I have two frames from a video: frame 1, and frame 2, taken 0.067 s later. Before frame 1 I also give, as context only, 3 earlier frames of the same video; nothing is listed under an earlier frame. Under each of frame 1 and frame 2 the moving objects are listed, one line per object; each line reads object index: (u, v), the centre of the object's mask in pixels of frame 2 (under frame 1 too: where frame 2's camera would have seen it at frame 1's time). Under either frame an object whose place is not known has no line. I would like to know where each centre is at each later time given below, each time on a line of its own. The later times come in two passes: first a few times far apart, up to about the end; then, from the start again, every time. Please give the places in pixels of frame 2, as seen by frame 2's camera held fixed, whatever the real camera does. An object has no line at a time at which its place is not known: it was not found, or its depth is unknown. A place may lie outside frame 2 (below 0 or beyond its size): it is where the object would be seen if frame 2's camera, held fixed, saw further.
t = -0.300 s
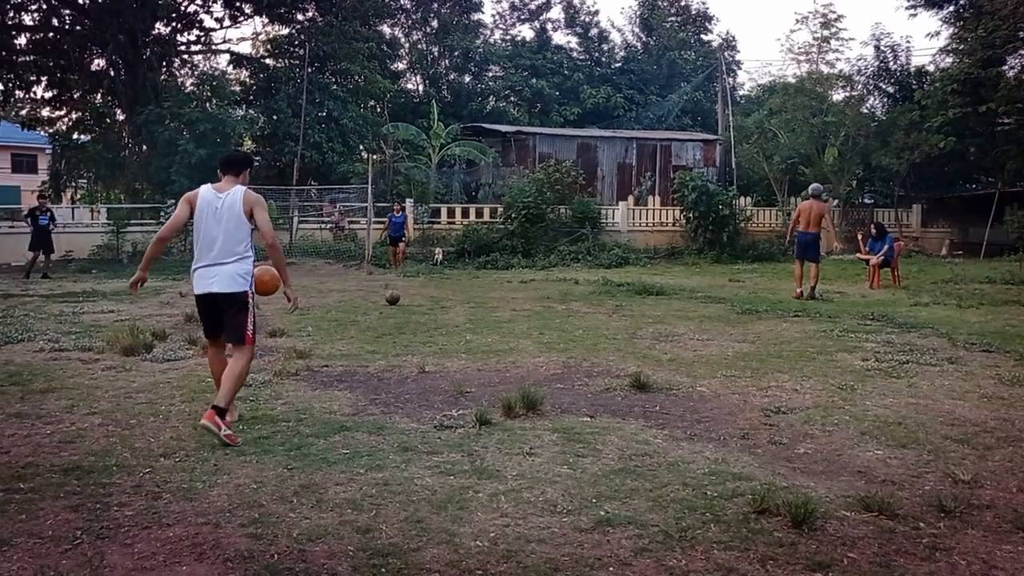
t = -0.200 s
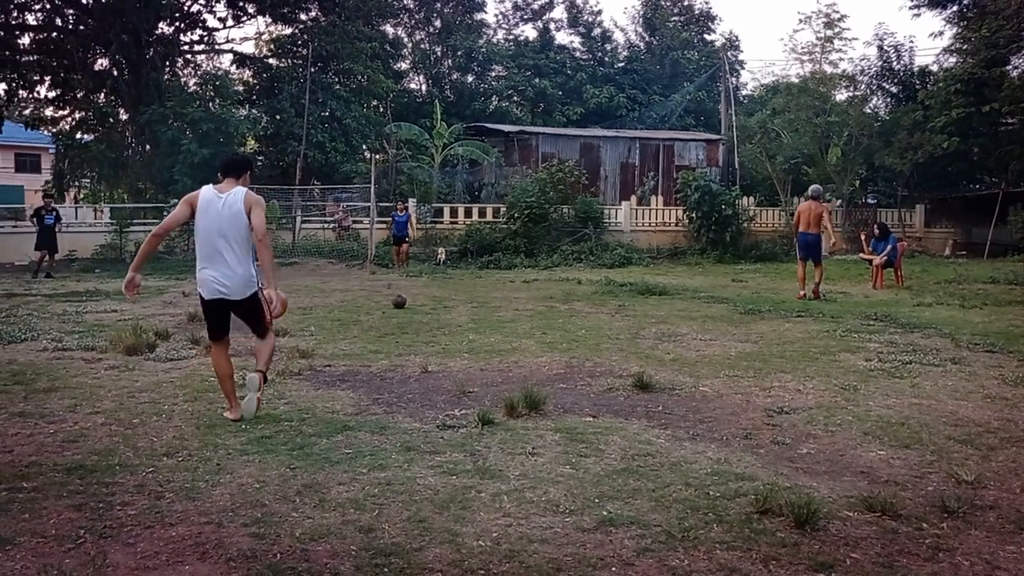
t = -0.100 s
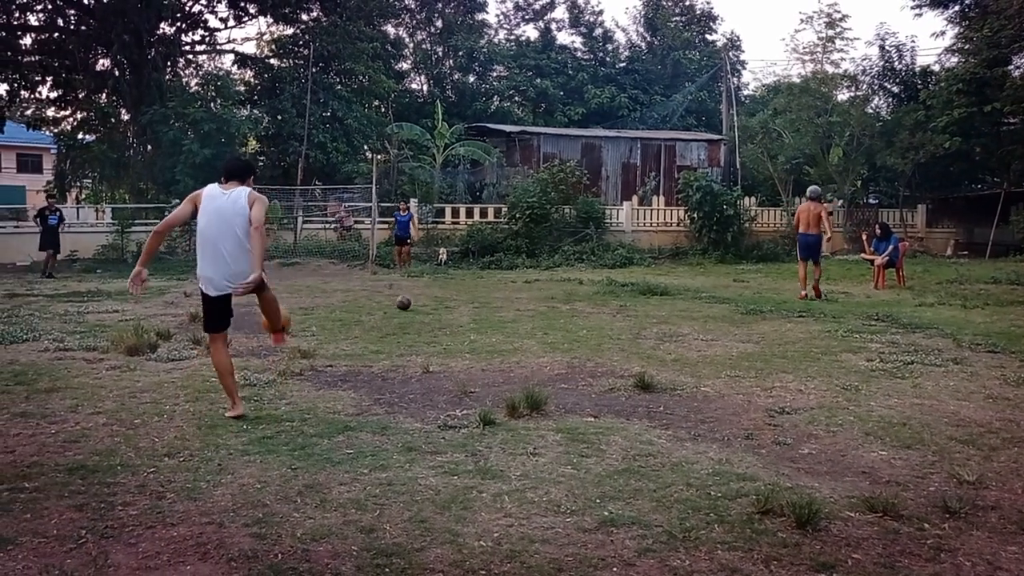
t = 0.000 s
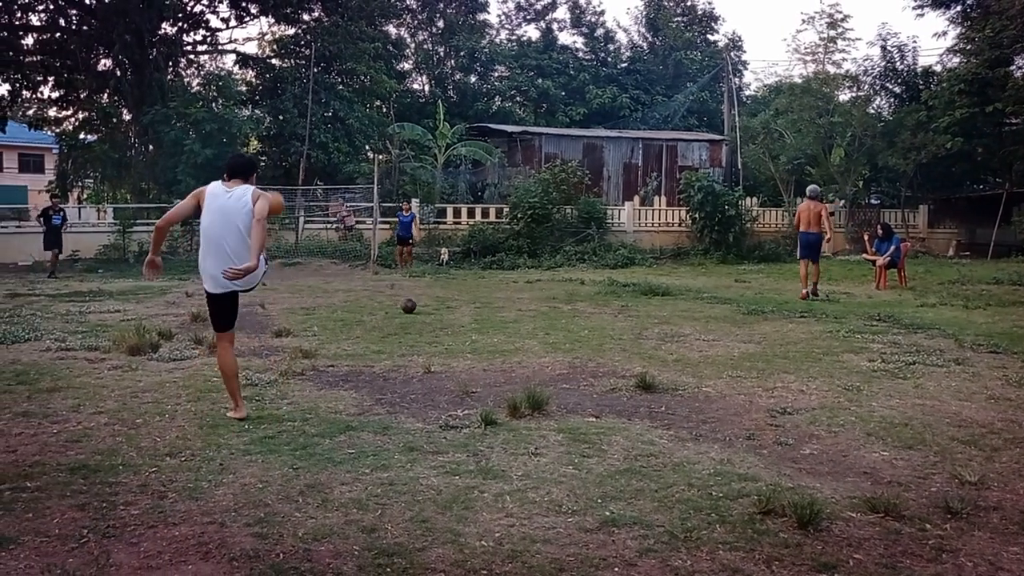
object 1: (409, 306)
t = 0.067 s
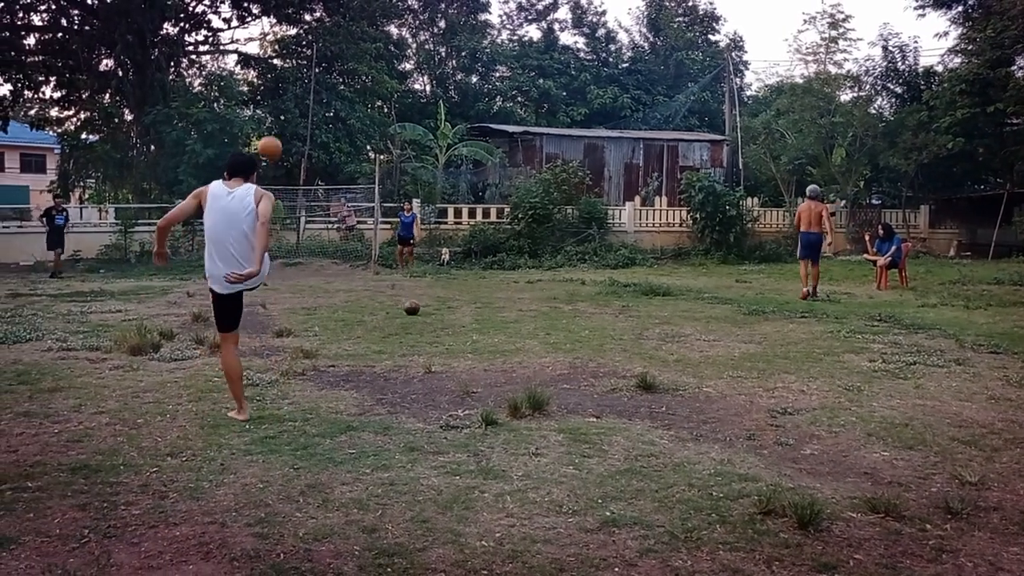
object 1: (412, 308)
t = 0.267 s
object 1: (421, 312)
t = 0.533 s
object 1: (436, 319)
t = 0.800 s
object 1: (454, 328)
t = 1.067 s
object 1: (475, 336)
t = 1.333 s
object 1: (496, 345)
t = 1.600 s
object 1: (519, 351)
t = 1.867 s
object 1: (544, 364)
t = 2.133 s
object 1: (572, 375)
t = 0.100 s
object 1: (413, 307)
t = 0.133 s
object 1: (414, 308)
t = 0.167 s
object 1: (416, 309)
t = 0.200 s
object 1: (417, 311)
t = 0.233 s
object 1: (419, 312)
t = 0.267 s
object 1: (421, 312)
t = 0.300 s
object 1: (423, 312)
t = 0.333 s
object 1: (425, 314)
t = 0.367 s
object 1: (426, 314)
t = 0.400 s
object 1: (428, 315)
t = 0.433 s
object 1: (430, 316)
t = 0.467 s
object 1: (432, 319)
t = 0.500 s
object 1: (434, 320)
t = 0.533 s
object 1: (436, 319)
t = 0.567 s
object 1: (438, 319)
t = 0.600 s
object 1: (440, 320)
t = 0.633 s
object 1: (443, 323)
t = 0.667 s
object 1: (445, 325)
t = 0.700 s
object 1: (447, 325)
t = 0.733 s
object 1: (449, 325)
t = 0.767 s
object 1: (452, 326)
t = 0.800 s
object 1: (454, 328)
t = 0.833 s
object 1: (457, 330)
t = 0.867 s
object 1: (459, 329)
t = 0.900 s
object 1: (461, 329)
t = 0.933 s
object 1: (464, 331)
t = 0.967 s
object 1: (467, 333)
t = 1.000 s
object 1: (469, 335)
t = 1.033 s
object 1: (472, 335)
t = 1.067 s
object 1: (475, 336)
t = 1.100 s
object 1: (477, 336)
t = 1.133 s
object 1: (480, 337)
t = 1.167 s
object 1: (483, 338)
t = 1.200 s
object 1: (485, 338)
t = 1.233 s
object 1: (487, 338)
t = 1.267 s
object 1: (491, 340)
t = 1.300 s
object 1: (494, 342)
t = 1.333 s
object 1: (496, 345)
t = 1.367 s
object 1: (499, 345)
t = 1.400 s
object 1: (502, 346)
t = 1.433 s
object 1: (505, 347)
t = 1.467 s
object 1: (507, 347)
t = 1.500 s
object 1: (510, 348)
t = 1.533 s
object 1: (513, 350)
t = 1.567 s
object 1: (516, 350)
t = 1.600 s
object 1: (519, 351)
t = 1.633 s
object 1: (521, 352)
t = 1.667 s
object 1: (525, 354)
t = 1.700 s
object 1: (528, 356)
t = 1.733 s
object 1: (531, 358)
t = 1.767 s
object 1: (534, 359)
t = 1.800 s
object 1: (537, 360)
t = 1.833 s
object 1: (540, 363)
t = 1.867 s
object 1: (544, 364)
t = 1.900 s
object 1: (547, 367)
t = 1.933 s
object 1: (550, 368)
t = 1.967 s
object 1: (554, 369)
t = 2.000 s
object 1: (557, 371)
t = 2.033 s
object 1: (560, 371)
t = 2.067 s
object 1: (564, 373)
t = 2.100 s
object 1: (568, 374)
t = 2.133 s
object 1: (572, 375)
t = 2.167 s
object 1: (574, 377)
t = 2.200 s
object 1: (579, 378)
